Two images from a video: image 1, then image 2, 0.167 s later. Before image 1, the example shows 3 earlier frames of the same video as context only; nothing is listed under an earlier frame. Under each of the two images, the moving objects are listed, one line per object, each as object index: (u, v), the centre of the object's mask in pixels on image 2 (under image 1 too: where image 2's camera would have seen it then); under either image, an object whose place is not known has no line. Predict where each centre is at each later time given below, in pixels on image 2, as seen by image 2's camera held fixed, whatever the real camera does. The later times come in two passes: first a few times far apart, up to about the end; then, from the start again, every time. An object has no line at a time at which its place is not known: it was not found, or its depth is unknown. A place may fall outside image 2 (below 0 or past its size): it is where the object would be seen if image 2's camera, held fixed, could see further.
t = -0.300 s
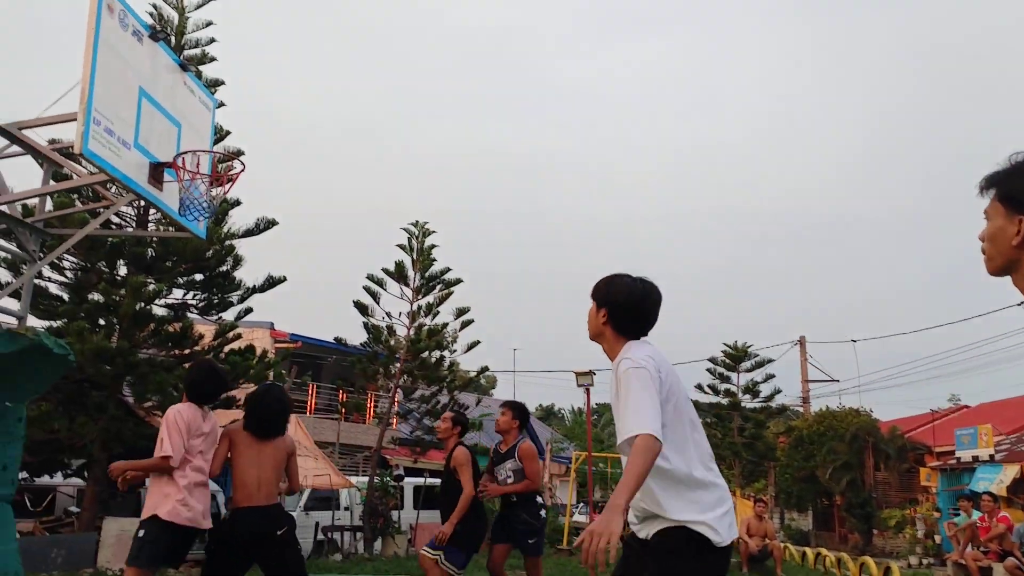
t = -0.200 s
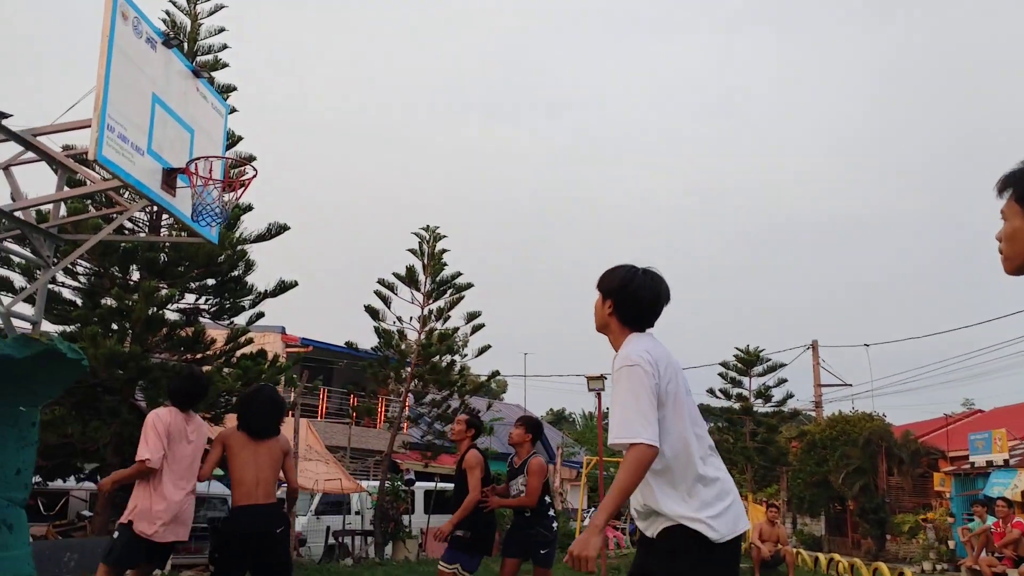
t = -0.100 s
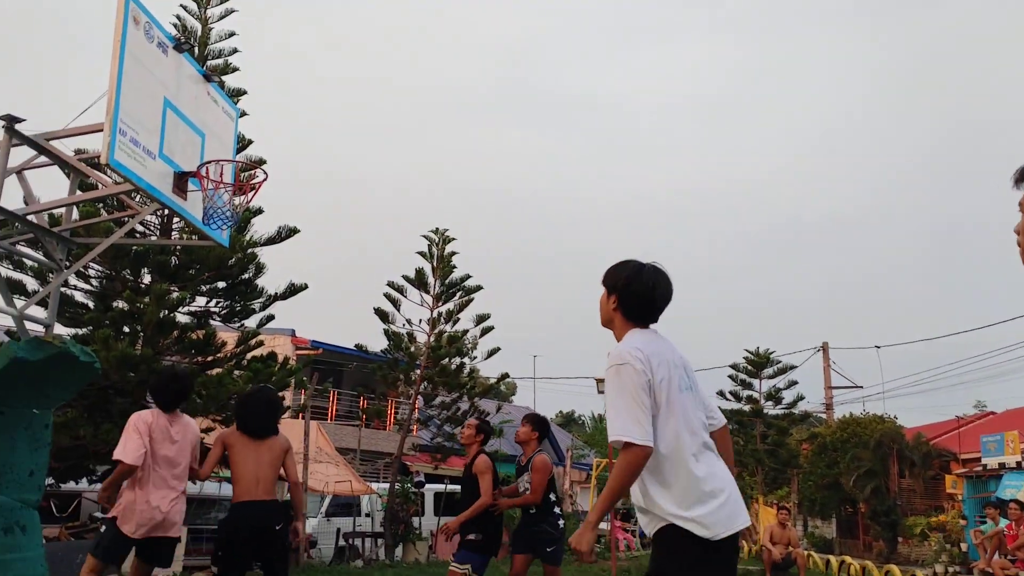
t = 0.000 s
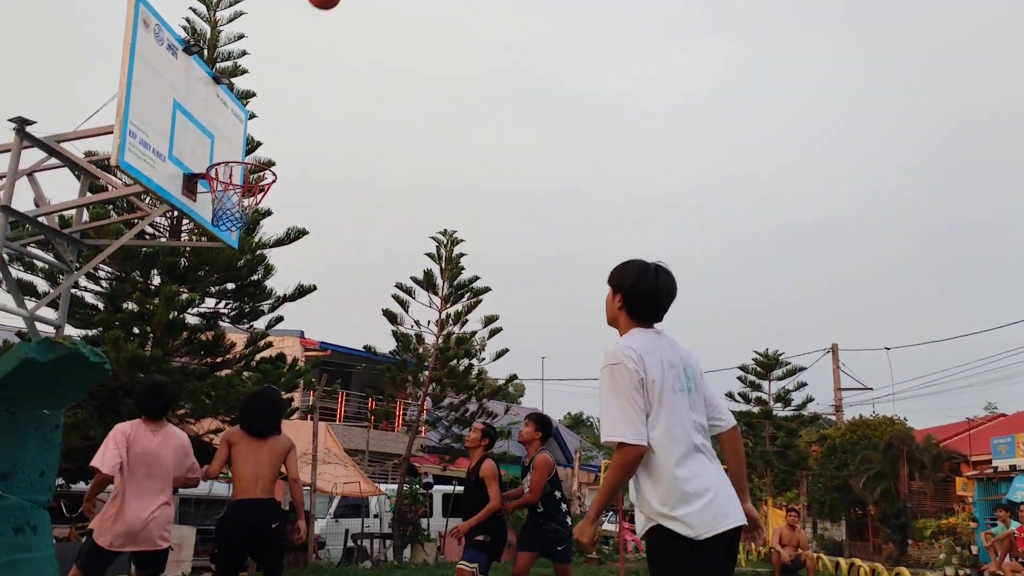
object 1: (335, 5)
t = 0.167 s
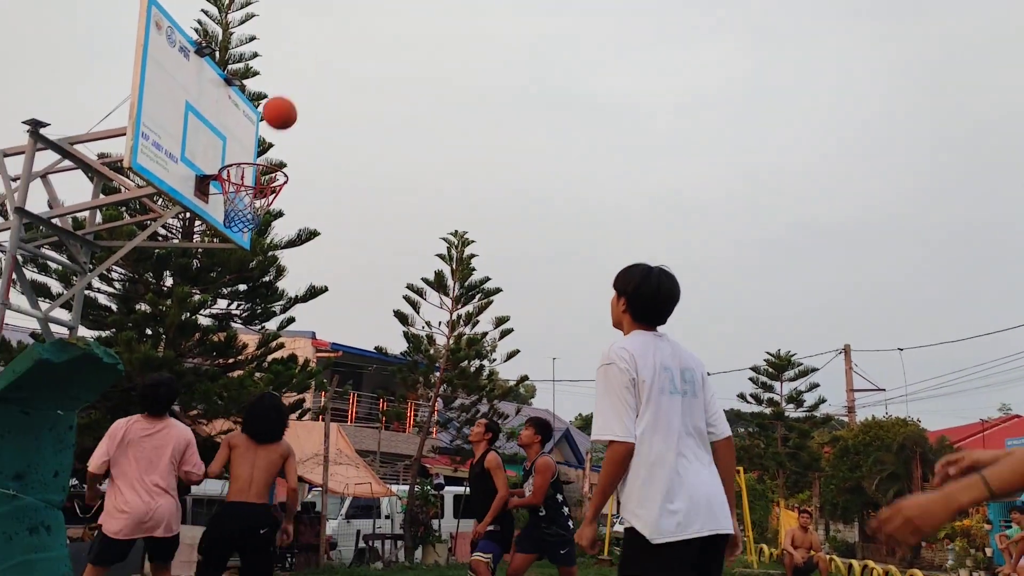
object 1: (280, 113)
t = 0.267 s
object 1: (255, 173)
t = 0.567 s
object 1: (247, 214)
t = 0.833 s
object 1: (234, 228)
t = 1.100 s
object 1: (230, 314)
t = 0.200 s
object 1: (269, 139)
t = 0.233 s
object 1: (261, 161)
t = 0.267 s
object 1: (255, 173)
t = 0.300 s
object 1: (249, 183)
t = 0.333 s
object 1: (248, 191)
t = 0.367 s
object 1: (249, 196)
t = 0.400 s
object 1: (250, 200)
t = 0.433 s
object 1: (251, 206)
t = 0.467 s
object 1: (252, 213)
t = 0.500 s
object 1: (252, 215)
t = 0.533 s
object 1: (250, 216)
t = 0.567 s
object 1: (247, 214)
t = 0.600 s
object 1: (243, 213)
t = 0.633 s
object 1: (241, 213)
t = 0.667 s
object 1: (238, 215)
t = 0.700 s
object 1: (236, 215)
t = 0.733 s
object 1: (235, 218)
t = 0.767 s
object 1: (234, 220)
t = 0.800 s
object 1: (234, 224)
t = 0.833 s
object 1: (234, 228)
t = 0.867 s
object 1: (235, 234)
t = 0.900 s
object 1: (235, 241)
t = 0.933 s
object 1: (234, 250)
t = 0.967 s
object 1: (233, 260)
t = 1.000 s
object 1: (233, 270)
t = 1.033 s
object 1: (232, 283)
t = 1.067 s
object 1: (231, 298)
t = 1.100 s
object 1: (230, 314)
